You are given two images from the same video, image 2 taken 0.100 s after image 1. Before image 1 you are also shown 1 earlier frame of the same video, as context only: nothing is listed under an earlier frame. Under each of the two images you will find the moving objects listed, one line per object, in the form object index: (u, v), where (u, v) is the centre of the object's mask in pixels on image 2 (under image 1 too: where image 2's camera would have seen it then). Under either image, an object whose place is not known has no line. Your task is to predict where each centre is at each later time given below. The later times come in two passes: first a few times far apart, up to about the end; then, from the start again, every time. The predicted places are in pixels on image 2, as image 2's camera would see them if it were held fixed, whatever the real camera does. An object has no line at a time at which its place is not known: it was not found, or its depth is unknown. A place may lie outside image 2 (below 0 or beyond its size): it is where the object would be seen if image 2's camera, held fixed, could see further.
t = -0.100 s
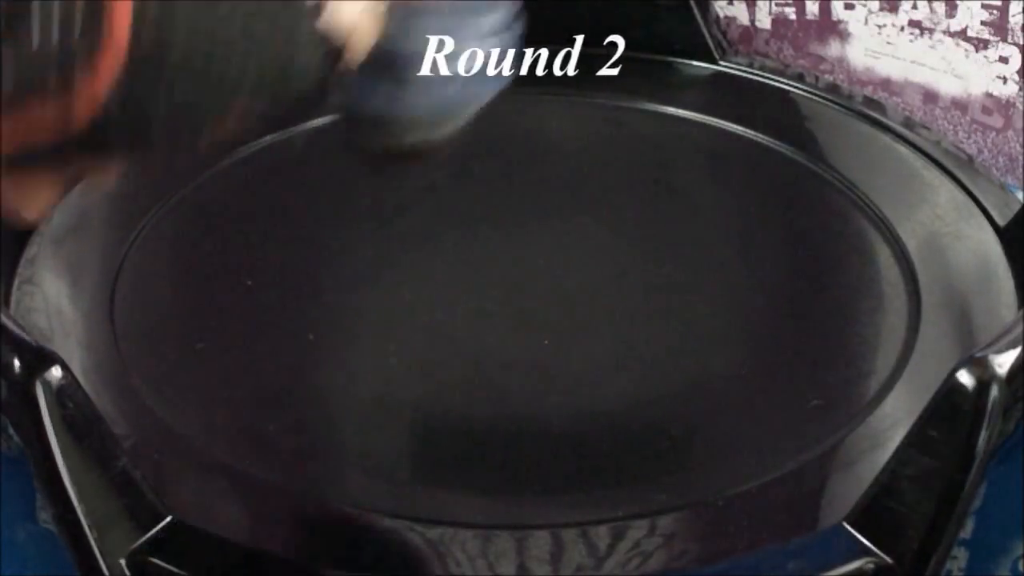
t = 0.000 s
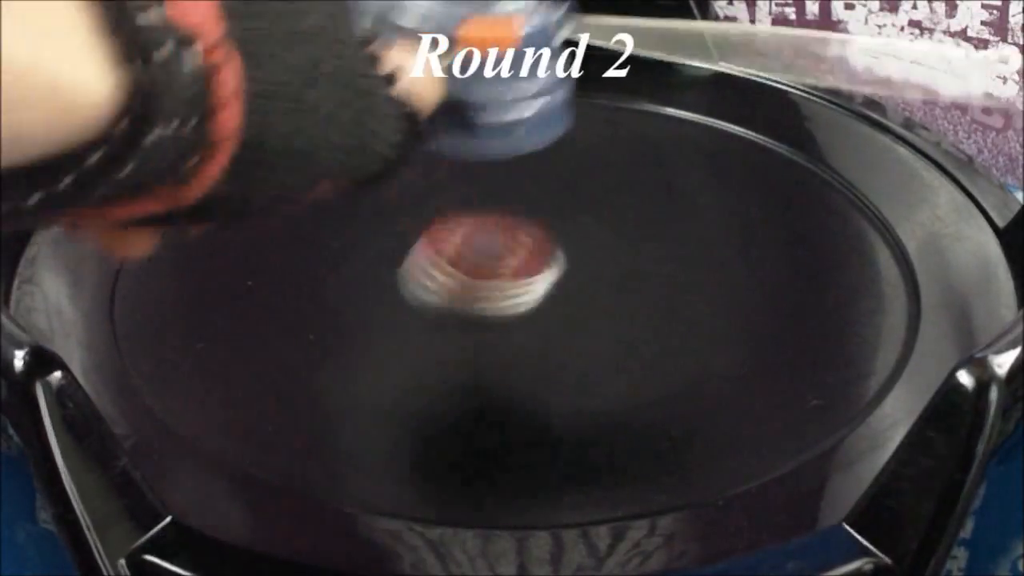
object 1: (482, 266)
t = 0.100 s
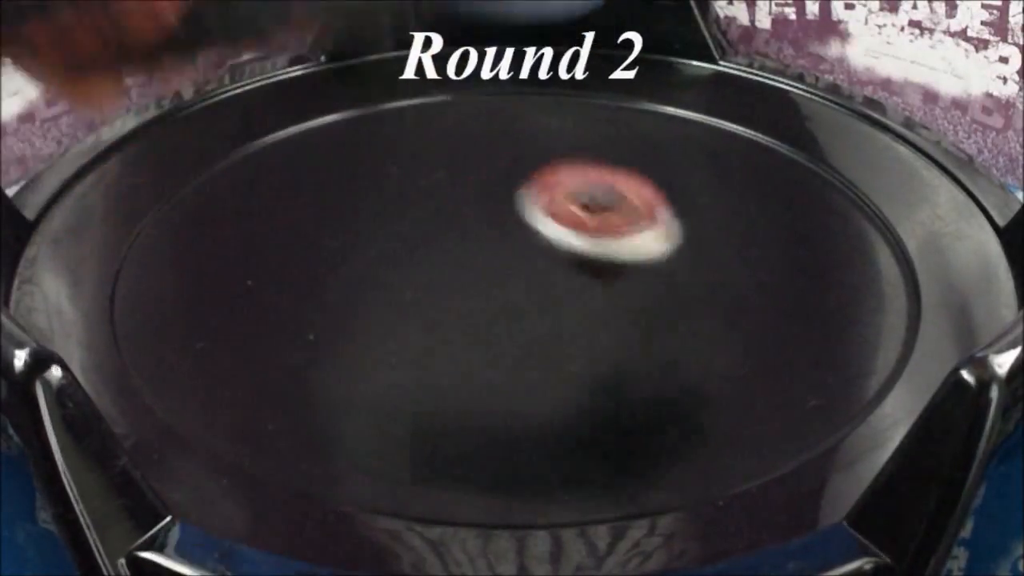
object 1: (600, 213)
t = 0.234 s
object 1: (688, 217)
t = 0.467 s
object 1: (542, 126)
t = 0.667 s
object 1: (334, 128)
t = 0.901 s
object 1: (250, 231)
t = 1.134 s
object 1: (454, 341)
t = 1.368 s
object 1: (671, 263)
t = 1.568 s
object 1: (624, 162)
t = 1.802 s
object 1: (437, 151)
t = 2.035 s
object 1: (375, 250)
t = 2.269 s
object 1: (549, 313)
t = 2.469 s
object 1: (676, 257)
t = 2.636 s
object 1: (639, 194)
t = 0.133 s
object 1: (635, 253)
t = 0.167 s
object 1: (658, 228)
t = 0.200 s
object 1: (675, 212)
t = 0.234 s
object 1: (688, 217)
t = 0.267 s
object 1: (687, 193)
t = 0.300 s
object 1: (682, 188)
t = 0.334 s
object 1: (669, 173)
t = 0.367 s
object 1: (647, 160)
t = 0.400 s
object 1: (617, 146)
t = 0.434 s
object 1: (582, 135)
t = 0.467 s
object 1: (542, 126)
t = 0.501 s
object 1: (500, 117)
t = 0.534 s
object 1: (460, 113)
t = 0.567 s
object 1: (424, 113)
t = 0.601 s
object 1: (391, 116)
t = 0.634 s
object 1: (360, 121)
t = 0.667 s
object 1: (334, 128)
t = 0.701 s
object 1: (310, 139)
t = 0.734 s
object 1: (289, 150)
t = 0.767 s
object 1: (272, 165)
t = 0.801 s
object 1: (260, 180)
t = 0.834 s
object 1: (252, 195)
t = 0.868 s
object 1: (248, 213)
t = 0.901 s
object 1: (250, 231)
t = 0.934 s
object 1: (258, 251)
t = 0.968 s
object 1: (274, 271)
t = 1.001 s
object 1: (296, 291)
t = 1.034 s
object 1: (328, 309)
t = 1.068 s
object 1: (366, 324)
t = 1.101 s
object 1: (409, 335)
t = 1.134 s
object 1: (454, 341)
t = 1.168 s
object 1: (498, 341)
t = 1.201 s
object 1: (540, 336)
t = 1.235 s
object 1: (578, 327)
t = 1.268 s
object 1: (611, 314)
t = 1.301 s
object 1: (637, 299)
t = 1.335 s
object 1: (657, 282)
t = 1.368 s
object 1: (671, 263)
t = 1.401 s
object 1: (678, 244)
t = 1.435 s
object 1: (678, 225)
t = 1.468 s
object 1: (672, 207)
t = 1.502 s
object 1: (661, 190)
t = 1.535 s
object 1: (644, 174)
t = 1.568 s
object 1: (624, 162)
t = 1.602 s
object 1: (600, 153)
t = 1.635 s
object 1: (573, 145)
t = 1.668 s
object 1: (544, 140)
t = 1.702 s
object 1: (515, 139)
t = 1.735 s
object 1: (487, 139)
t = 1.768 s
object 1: (461, 144)
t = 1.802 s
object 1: (437, 151)
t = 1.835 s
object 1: (415, 160)
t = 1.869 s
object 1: (397, 171)
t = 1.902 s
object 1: (382, 185)
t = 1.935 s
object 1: (372, 199)
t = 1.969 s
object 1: (368, 215)
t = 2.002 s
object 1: (369, 233)
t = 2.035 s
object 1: (375, 250)
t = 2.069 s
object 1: (387, 266)
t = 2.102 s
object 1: (405, 280)
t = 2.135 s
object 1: (428, 293)
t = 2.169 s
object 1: (456, 303)
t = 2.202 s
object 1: (486, 310)
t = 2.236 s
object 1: (518, 313)
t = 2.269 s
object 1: (549, 313)
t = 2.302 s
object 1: (580, 310)
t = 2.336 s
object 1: (607, 303)
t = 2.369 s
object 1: (632, 294)
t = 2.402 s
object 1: (651, 283)
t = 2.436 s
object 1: (667, 271)
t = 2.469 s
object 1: (676, 257)
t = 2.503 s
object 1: (680, 243)
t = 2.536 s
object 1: (677, 227)
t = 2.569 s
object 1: (669, 215)
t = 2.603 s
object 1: (656, 202)
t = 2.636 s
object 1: (639, 194)
